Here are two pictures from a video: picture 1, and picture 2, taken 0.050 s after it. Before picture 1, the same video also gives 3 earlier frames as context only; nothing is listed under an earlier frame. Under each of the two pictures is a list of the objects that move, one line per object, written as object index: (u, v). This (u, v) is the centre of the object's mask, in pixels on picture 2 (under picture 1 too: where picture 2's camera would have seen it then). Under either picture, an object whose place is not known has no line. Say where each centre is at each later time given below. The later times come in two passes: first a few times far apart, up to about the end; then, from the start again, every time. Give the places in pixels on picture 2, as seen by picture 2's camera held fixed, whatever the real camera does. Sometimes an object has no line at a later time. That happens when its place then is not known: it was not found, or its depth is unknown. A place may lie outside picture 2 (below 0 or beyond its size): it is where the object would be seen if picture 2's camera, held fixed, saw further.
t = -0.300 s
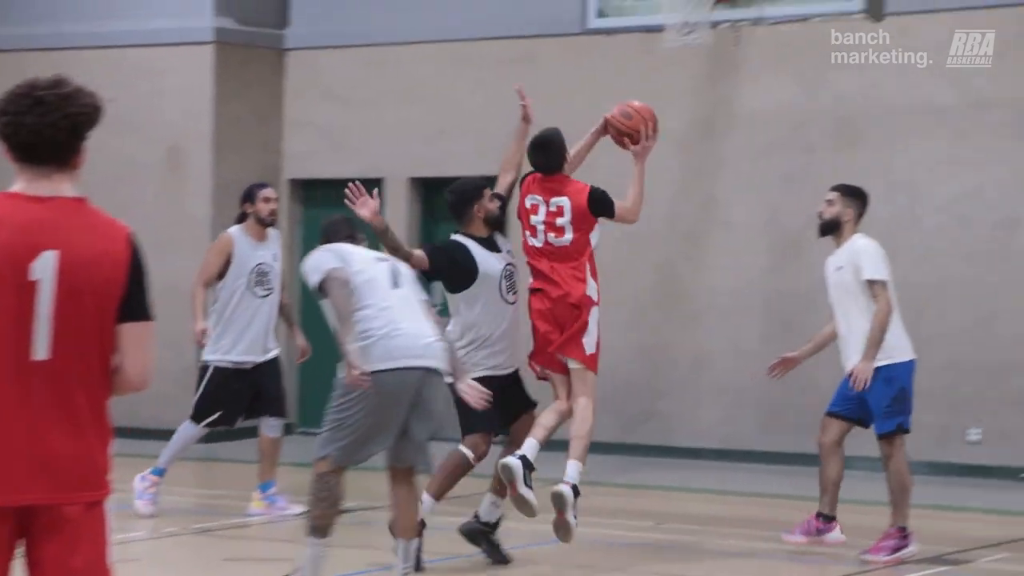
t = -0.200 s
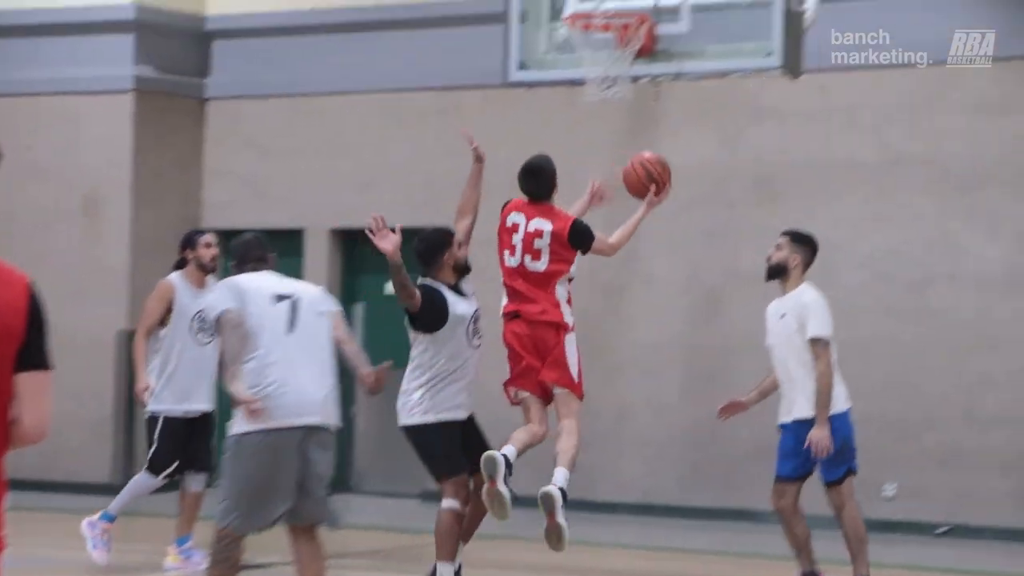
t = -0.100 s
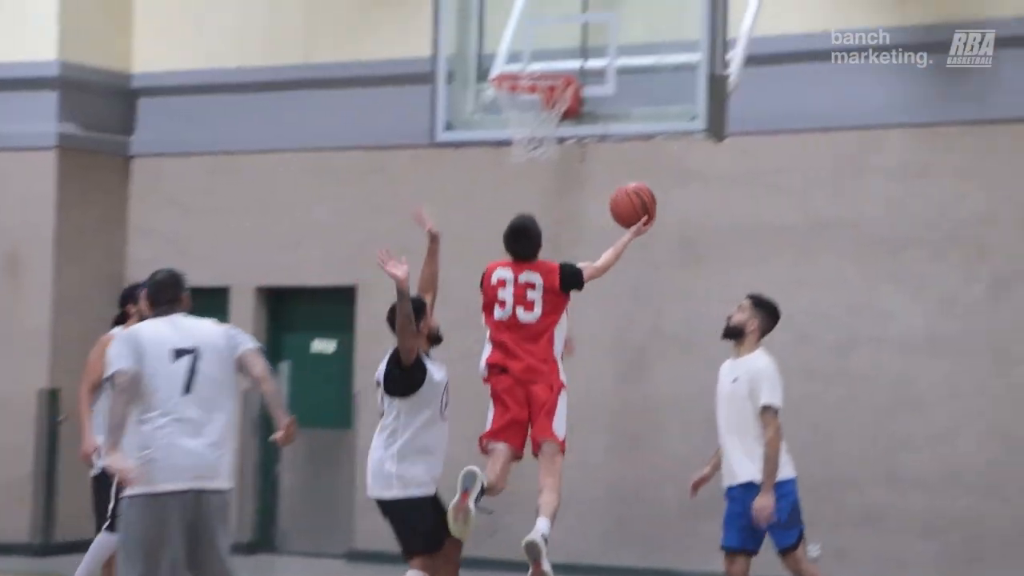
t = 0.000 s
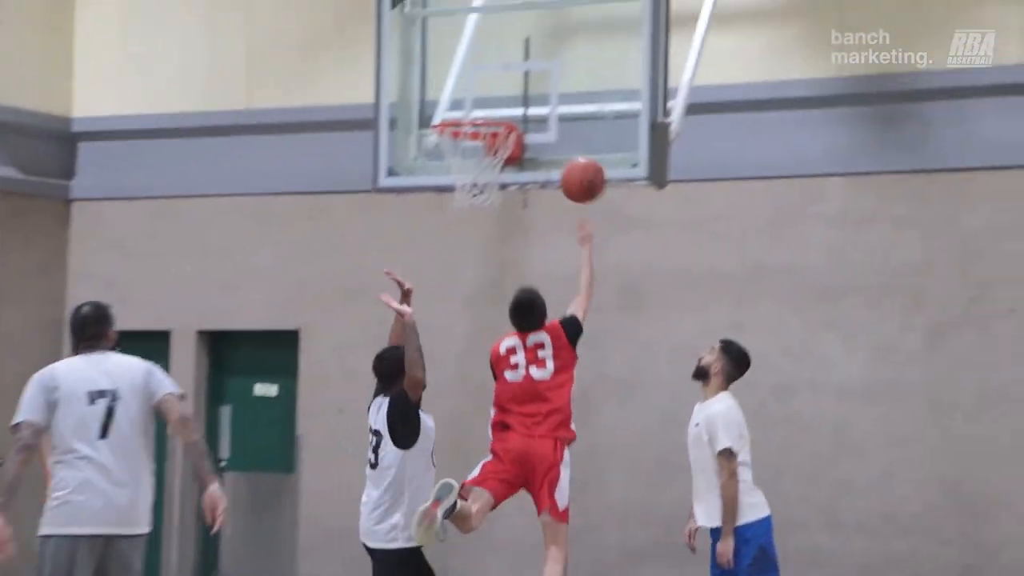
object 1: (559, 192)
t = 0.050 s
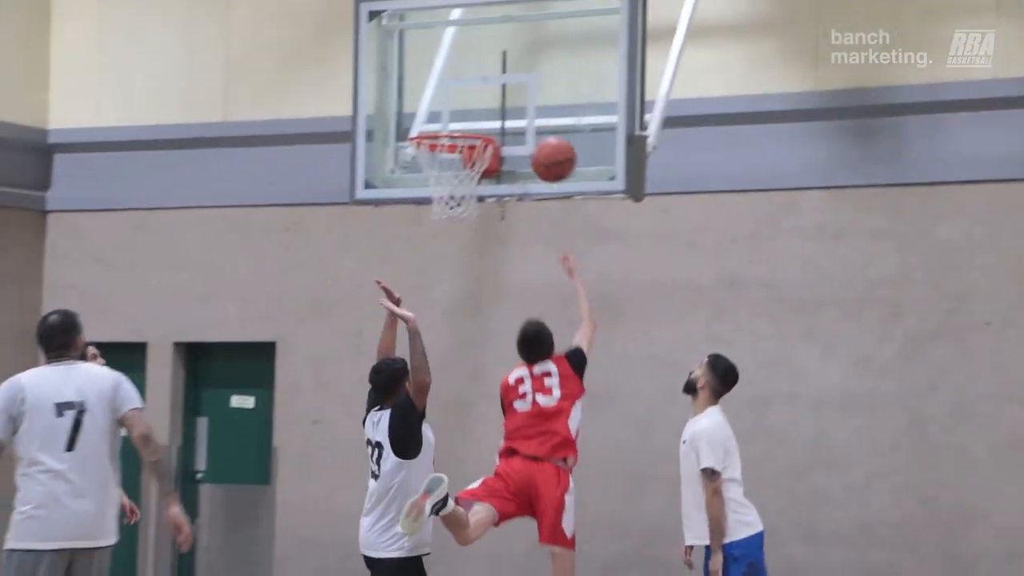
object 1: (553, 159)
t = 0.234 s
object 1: (530, 80)
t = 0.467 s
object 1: (498, 70)
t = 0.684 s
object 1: (455, 113)
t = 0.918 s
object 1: (441, 163)
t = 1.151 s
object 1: (467, 183)
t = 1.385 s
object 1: (471, 266)
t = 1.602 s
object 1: (472, 424)
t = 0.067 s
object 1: (551, 149)
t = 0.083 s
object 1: (549, 140)
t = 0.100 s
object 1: (547, 131)
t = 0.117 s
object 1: (545, 123)
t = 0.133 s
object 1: (543, 115)
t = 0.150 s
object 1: (541, 108)
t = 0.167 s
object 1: (539, 101)
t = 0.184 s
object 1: (537, 95)
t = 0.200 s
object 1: (534, 89)
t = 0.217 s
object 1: (532, 84)
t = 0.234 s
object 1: (530, 80)
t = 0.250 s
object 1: (527, 76)
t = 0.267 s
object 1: (525, 72)
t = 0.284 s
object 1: (523, 70)
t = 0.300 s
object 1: (521, 68)
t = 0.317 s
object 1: (518, 66)
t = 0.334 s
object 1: (516, 64)
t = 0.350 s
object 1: (514, 63)
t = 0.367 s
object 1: (512, 63)
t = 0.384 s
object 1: (509, 63)
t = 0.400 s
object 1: (507, 64)
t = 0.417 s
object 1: (505, 65)
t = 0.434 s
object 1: (503, 66)
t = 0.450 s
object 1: (501, 68)
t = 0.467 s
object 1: (498, 70)
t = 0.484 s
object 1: (497, 73)
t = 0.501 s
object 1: (494, 77)
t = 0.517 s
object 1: (492, 80)
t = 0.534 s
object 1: (490, 85)
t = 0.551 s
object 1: (488, 89)
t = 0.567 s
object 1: (484, 91)
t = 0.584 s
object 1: (480, 93)
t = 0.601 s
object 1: (476, 95)
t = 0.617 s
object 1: (472, 98)
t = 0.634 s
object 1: (467, 101)
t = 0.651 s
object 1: (463, 104)
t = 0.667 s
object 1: (459, 109)
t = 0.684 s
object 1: (455, 113)
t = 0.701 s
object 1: (450, 117)
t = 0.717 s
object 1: (446, 120)
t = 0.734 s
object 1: (441, 123)
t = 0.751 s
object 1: (440, 133)
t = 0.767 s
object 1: (440, 136)
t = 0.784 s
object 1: (439, 140)
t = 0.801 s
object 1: (438, 144)
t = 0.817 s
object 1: (437, 149)
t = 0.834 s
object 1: (436, 154)
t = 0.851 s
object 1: (437, 158)
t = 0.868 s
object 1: (437, 159)
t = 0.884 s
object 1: (438, 161)
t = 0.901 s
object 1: (439, 162)
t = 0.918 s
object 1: (441, 163)
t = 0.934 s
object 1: (441, 162)
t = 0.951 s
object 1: (444, 163)
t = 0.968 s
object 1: (447, 162)
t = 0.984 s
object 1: (448, 162)
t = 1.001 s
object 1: (450, 163)
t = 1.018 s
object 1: (452, 165)
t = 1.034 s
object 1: (454, 166)
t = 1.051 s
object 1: (458, 166)
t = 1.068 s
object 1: (458, 169)
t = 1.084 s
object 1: (459, 172)
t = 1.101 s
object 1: (461, 175)
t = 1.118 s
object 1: (463, 178)
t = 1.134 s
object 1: (465, 181)
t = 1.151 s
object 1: (467, 183)
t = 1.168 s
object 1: (467, 188)
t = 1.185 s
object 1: (468, 190)
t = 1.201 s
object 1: (469, 194)
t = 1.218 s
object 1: (470, 200)
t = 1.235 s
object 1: (470, 204)
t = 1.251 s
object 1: (470, 209)
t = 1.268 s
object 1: (471, 214)
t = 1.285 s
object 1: (471, 221)
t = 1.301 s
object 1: (471, 228)
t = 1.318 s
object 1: (471, 234)
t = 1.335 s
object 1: (471, 240)
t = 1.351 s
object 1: (471, 248)
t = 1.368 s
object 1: (471, 257)
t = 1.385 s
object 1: (471, 266)
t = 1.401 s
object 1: (471, 275)
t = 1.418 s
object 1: (471, 285)
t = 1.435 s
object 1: (471, 295)
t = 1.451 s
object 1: (471, 306)
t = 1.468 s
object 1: (472, 317)
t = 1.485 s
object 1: (472, 329)
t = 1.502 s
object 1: (472, 341)
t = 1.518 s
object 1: (472, 354)
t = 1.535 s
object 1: (471, 367)
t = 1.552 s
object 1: (471, 380)
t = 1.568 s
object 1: (472, 394)
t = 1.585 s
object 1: (472, 409)
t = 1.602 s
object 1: (472, 424)
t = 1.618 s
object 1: (472, 439)
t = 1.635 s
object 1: (472, 455)
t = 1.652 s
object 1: (471, 471)
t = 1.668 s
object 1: (471, 488)
